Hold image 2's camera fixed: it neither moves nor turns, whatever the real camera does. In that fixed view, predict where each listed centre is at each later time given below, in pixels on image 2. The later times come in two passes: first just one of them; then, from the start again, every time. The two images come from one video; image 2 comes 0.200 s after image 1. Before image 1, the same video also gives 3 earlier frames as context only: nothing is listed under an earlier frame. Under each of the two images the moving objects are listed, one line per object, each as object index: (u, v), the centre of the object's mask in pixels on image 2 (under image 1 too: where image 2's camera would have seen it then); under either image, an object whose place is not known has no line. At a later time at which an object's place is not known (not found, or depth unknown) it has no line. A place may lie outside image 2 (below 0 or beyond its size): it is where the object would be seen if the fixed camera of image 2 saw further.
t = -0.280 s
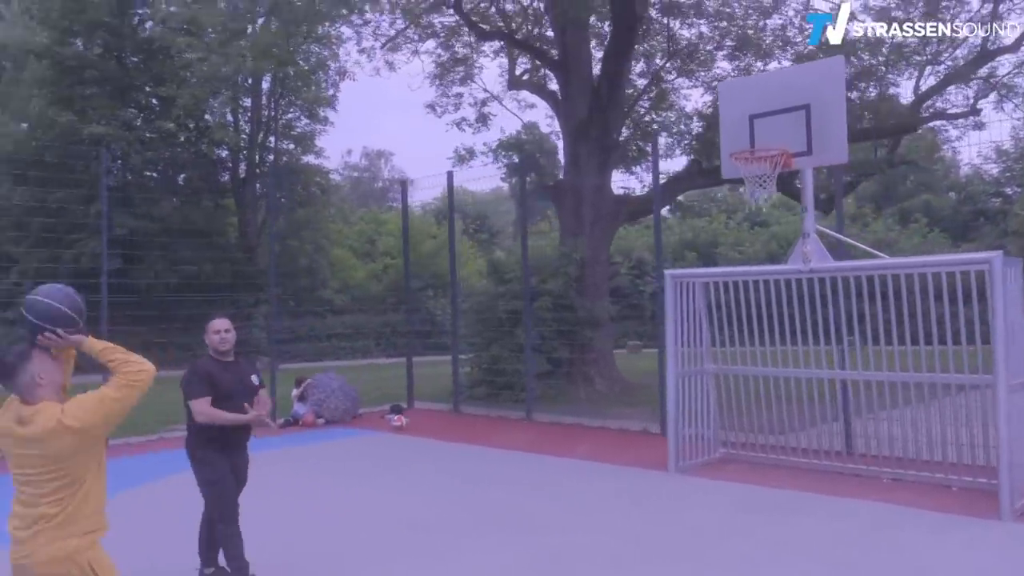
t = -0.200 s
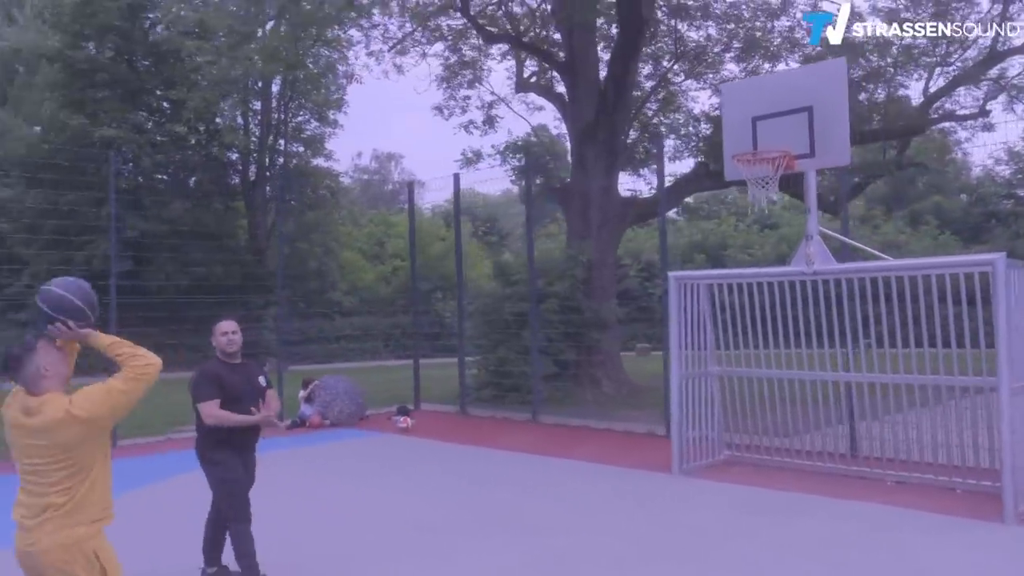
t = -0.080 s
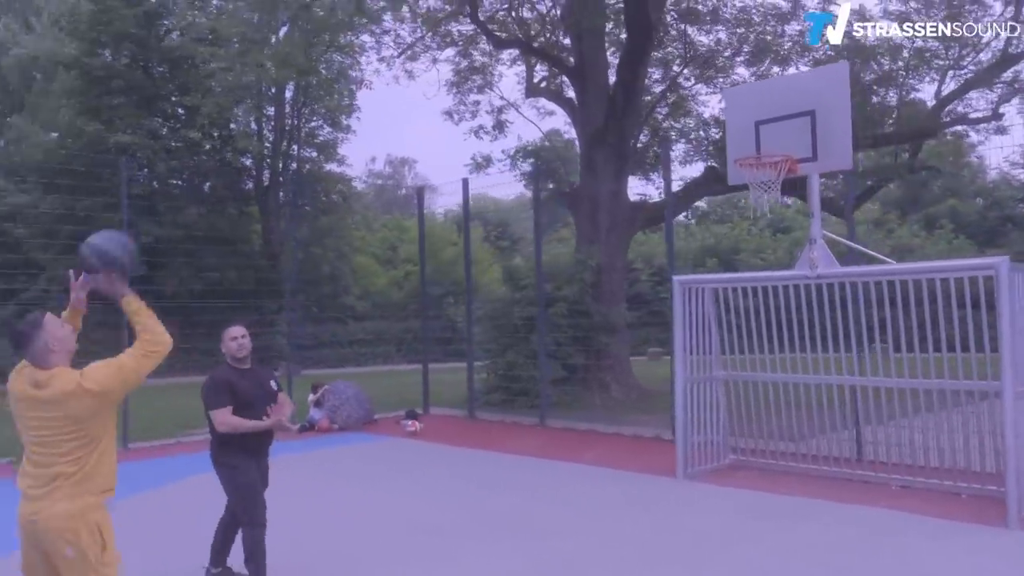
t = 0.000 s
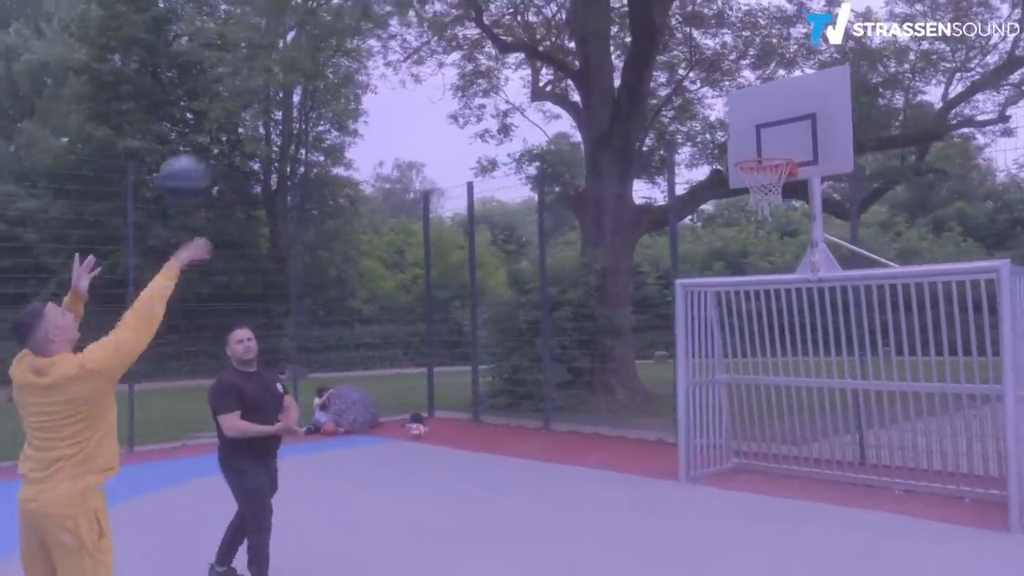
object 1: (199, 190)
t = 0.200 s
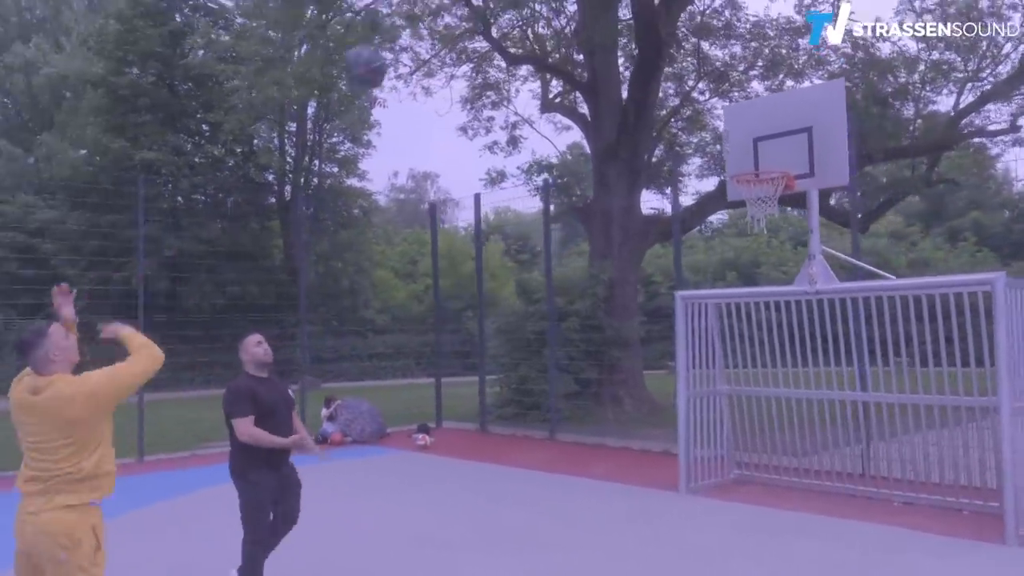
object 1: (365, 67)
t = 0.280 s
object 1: (420, 44)
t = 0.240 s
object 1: (393, 54)
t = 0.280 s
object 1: (420, 44)
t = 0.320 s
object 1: (444, 37)
